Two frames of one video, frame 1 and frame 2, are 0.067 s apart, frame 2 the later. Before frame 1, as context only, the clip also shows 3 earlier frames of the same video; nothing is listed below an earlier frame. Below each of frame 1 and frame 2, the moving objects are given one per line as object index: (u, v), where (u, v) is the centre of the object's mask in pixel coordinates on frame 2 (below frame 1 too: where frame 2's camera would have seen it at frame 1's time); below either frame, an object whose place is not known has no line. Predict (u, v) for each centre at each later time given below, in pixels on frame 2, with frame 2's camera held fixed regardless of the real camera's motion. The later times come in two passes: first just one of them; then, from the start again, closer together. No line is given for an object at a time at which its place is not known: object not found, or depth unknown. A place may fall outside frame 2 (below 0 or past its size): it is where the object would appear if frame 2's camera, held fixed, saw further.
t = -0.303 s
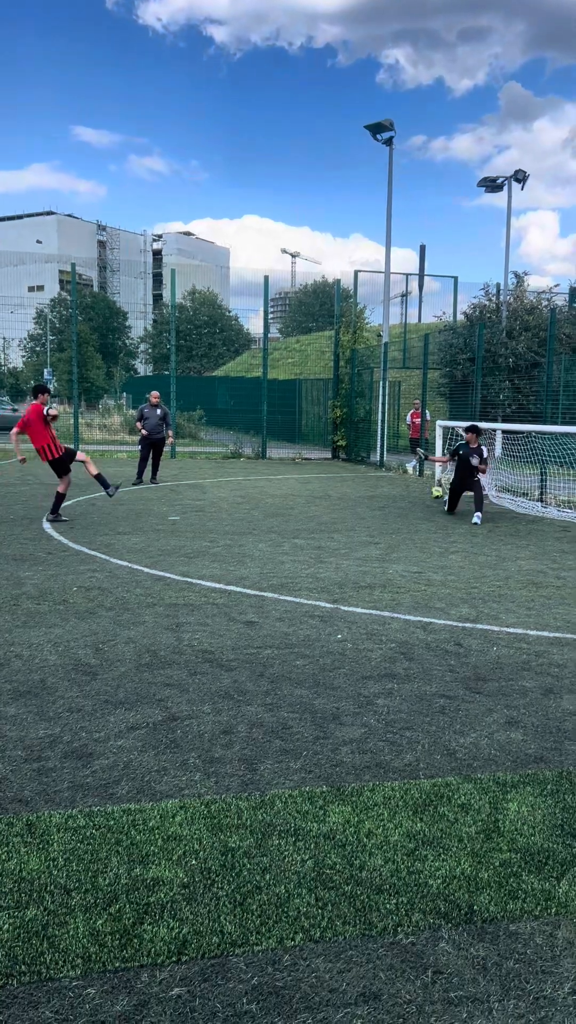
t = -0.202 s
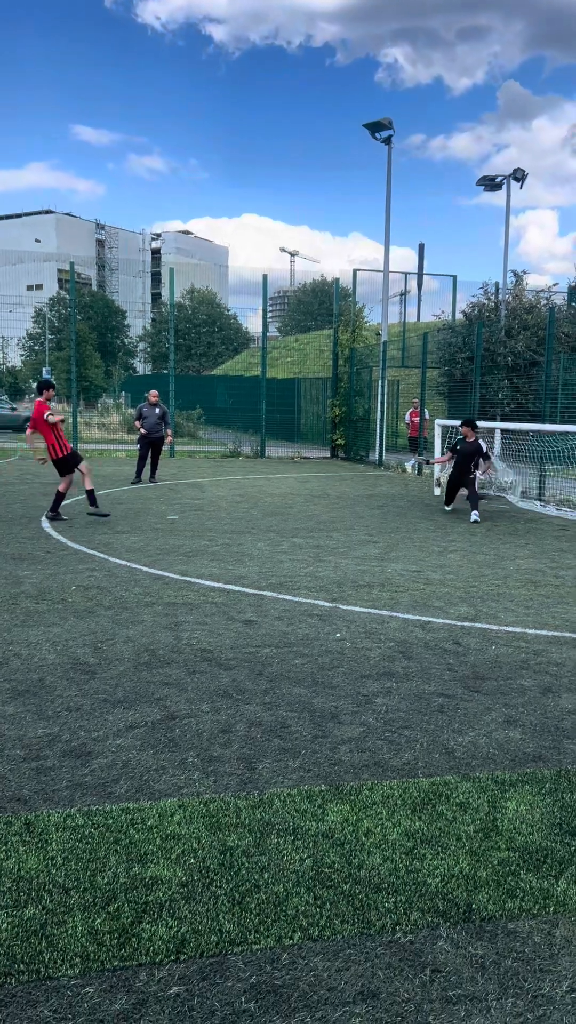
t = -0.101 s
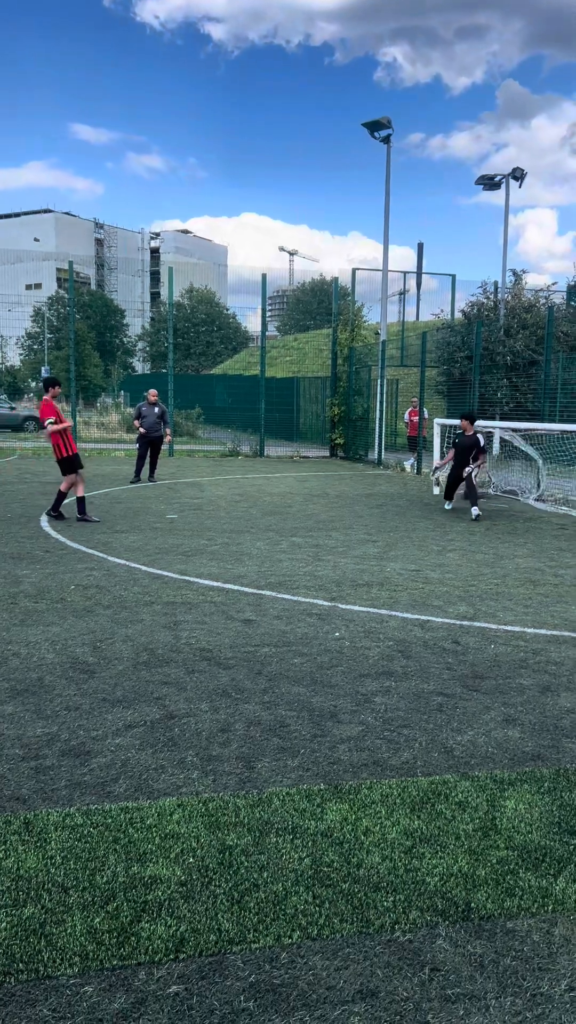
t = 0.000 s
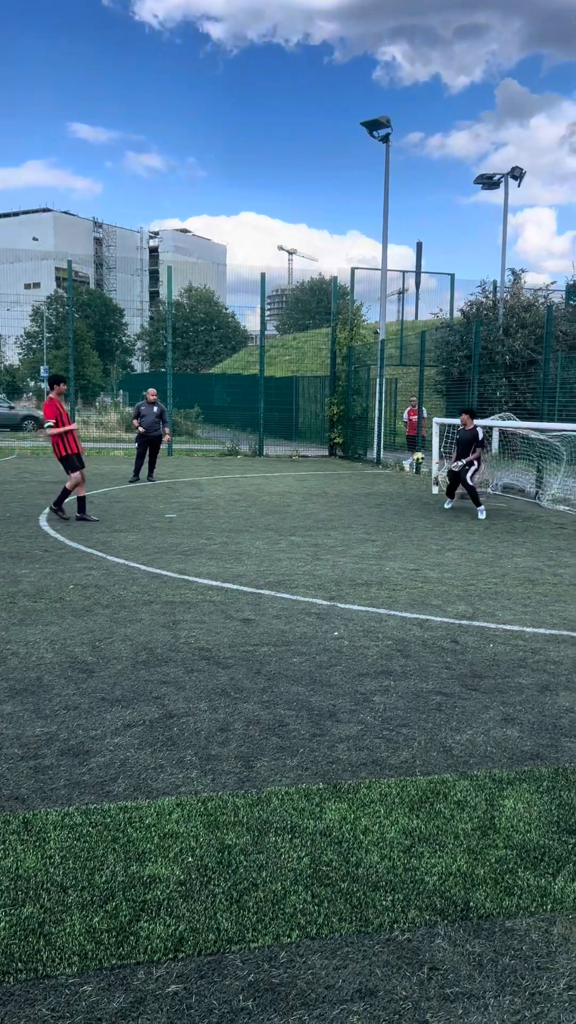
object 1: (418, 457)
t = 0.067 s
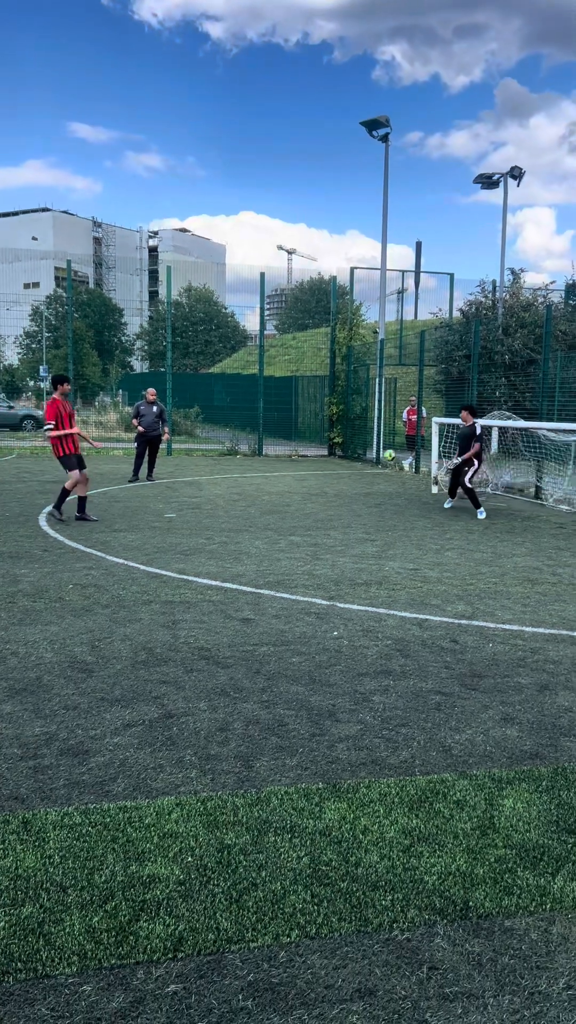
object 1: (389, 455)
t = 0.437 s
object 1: (243, 482)
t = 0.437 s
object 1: (243, 482)
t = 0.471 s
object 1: (236, 480)
